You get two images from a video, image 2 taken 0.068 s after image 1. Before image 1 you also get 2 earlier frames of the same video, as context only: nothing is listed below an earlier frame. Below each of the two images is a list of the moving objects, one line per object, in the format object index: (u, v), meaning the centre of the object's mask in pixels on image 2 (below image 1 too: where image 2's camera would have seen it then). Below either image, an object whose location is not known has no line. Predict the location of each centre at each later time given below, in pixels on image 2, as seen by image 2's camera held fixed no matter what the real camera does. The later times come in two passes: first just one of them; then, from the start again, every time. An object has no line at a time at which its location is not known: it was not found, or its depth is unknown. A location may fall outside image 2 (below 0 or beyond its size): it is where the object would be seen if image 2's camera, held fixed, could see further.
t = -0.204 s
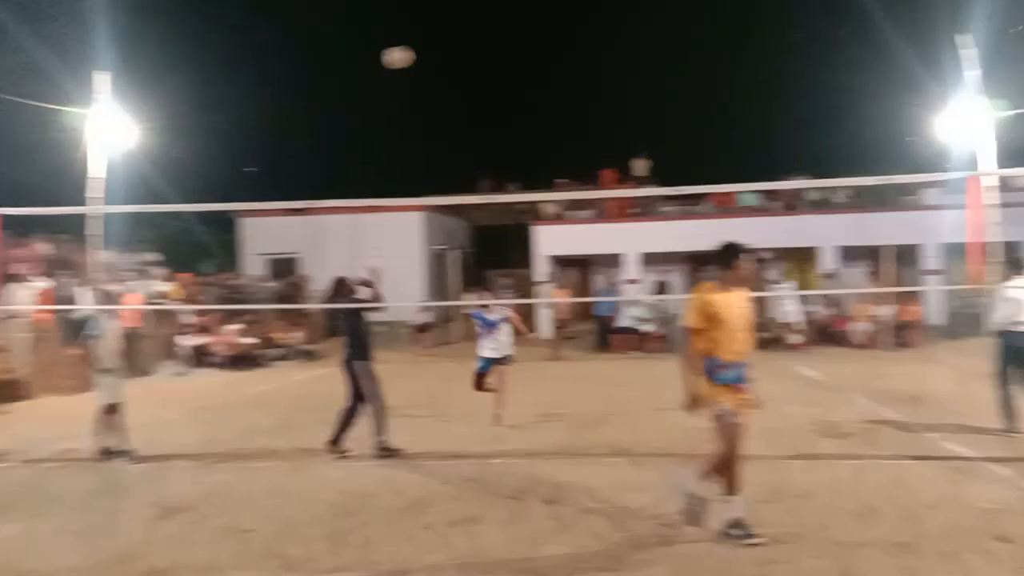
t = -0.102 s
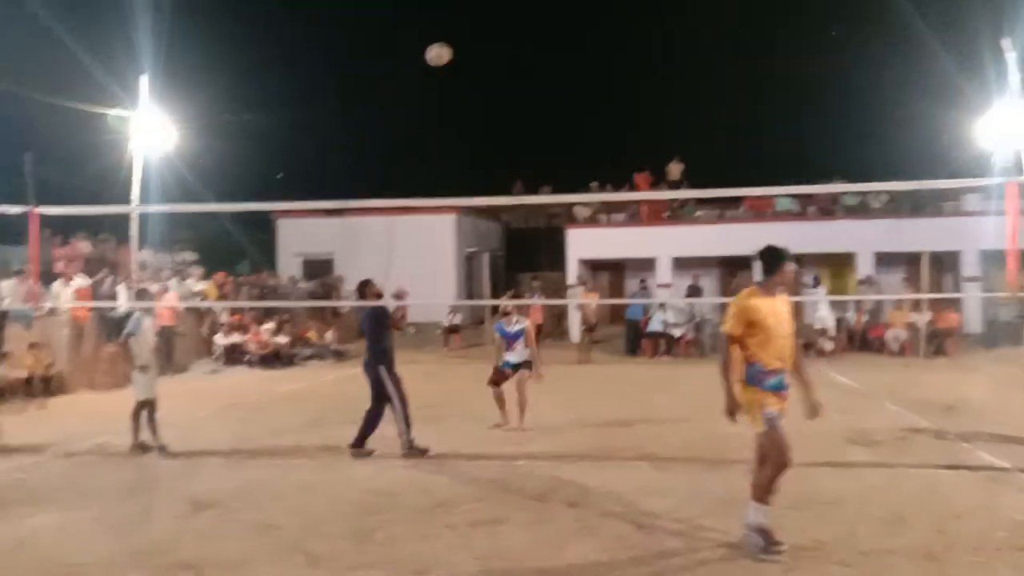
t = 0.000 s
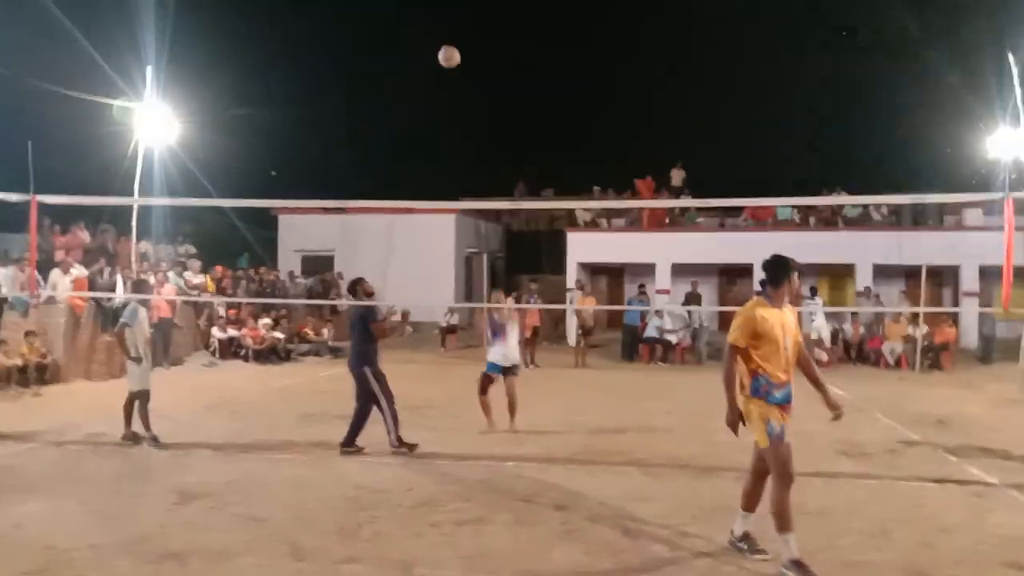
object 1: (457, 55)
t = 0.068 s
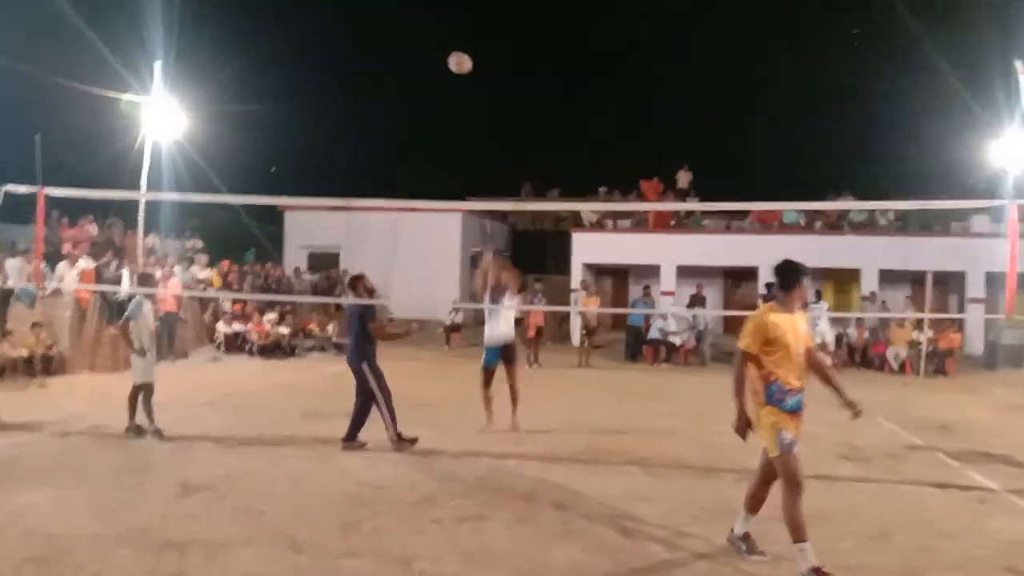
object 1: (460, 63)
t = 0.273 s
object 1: (471, 110)
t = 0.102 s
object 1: (462, 68)
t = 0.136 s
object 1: (464, 74)
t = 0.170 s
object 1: (465, 82)
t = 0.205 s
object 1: (468, 90)
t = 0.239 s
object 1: (469, 100)
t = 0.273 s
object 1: (471, 110)
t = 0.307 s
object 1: (473, 121)
